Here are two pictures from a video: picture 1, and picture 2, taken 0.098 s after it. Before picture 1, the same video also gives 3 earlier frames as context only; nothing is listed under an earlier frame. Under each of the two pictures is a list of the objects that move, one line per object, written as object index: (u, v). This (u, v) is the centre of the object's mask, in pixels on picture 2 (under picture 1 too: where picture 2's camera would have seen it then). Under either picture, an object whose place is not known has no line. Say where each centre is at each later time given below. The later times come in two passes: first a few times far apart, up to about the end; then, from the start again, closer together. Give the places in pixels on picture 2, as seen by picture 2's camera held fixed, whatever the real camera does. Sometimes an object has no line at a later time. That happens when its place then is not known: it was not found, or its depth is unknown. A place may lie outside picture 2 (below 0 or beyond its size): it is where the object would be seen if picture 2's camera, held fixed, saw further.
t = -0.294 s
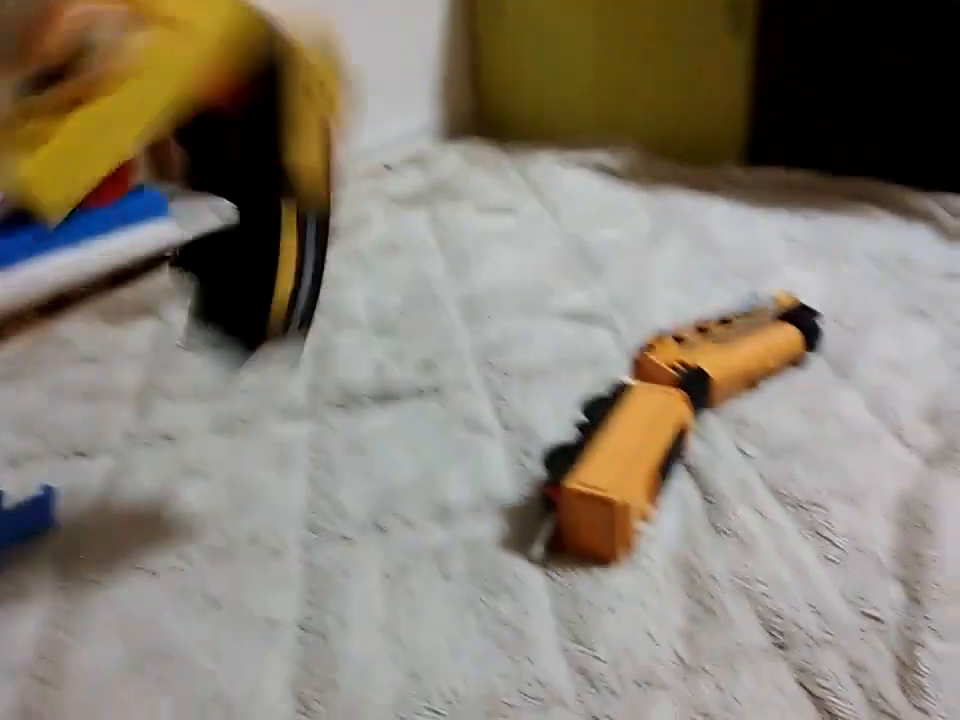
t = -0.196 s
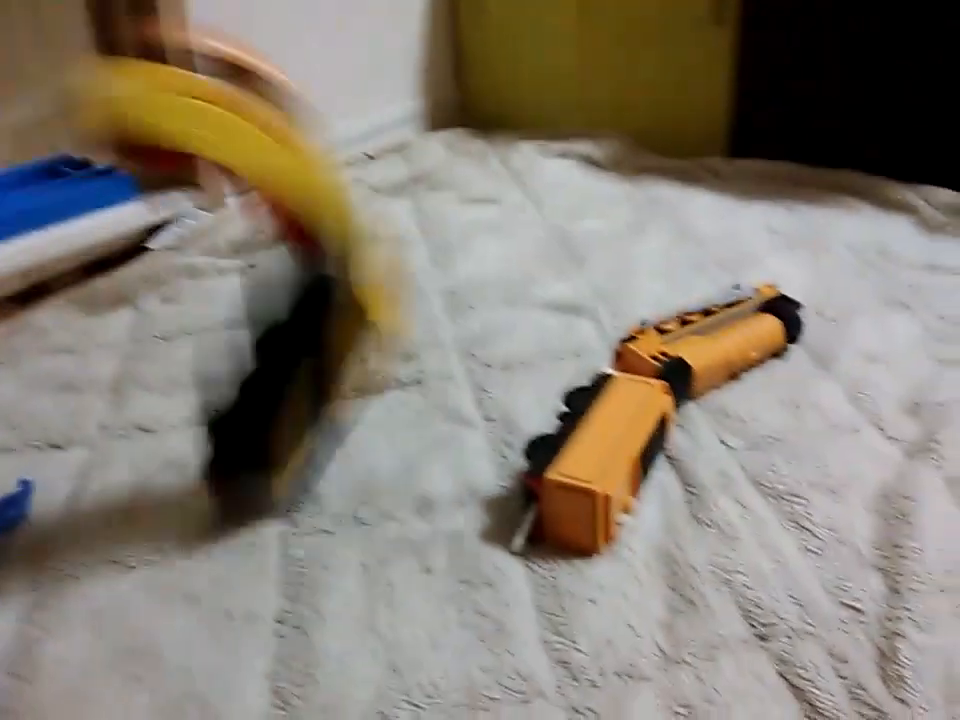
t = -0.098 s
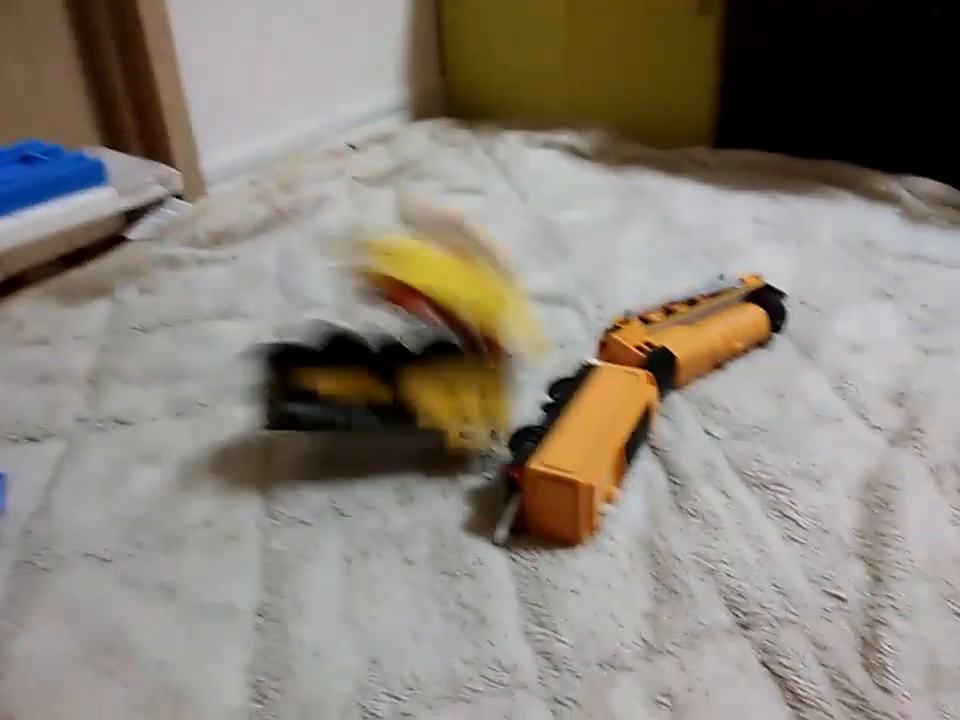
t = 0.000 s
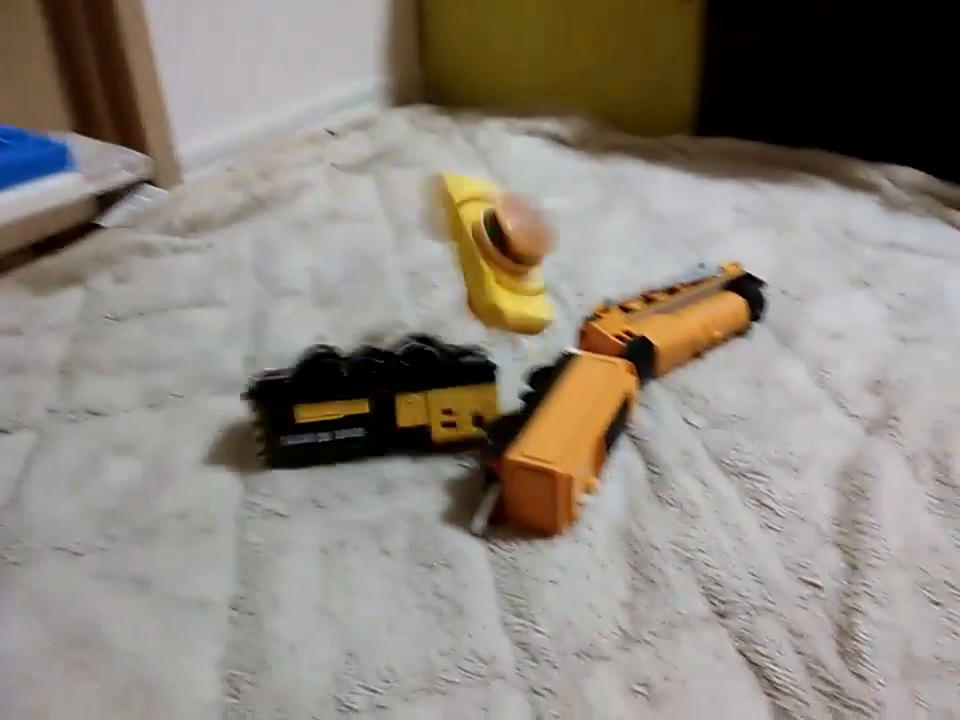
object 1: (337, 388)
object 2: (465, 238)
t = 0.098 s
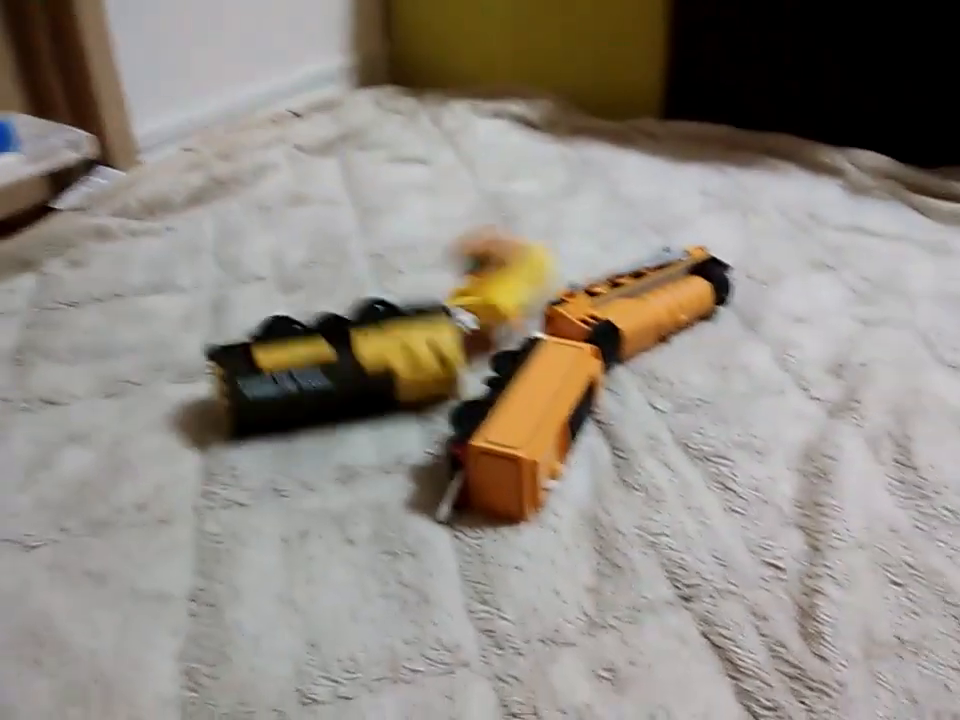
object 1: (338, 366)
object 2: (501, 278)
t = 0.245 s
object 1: (330, 354)
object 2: (460, 274)
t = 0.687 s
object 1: (331, 361)
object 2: (457, 275)
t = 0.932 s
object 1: (332, 361)
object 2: (457, 275)
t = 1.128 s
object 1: (332, 361)
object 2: (458, 275)
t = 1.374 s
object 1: (332, 360)
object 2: (457, 274)
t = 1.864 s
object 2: (456, 275)
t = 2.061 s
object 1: (332, 361)
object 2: (456, 275)
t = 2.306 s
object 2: (456, 275)
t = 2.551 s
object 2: (456, 275)
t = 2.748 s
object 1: (332, 361)
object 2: (457, 274)
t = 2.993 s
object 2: (456, 275)
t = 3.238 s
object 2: (457, 275)
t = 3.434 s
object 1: (333, 361)
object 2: (457, 275)
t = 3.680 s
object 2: (457, 275)
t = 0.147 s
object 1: (336, 360)
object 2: (487, 273)
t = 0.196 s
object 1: (332, 355)
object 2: (469, 277)
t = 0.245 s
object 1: (330, 354)
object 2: (460, 274)
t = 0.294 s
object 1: (331, 359)
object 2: (459, 274)
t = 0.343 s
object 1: (330, 361)
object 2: (458, 275)
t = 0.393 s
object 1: (330, 361)
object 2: (457, 274)
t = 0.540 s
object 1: (332, 360)
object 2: (458, 274)
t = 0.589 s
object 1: (331, 361)
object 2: (457, 274)
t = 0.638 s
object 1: (331, 361)
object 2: (457, 274)
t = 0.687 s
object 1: (331, 361)
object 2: (457, 275)
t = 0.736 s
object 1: (332, 361)
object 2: (457, 274)
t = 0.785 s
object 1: (332, 361)
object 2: (457, 275)
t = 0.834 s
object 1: (332, 361)
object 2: (457, 276)
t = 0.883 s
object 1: (331, 361)
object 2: (457, 276)
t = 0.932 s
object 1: (332, 361)
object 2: (457, 275)
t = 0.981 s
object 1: (331, 361)
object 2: (457, 274)
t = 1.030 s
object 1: (331, 361)
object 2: (457, 274)
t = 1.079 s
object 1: (332, 361)
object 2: (458, 275)
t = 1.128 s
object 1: (332, 361)
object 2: (458, 275)
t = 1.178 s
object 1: (332, 361)
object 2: (458, 275)
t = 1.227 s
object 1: (332, 361)
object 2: (458, 274)
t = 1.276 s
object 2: (458, 274)
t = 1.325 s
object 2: (457, 274)
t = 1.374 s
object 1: (332, 360)
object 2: (457, 274)
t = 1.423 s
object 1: (332, 361)
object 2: (458, 275)
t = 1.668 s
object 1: (332, 361)
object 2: (457, 275)
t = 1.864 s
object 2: (456, 275)
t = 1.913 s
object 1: (332, 361)
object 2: (457, 275)
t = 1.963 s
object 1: (333, 361)
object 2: (457, 276)
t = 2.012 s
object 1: (332, 361)
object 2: (457, 275)
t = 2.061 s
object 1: (332, 361)
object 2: (456, 275)
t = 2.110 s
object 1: (332, 361)
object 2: (456, 275)
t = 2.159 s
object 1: (332, 361)
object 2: (456, 275)
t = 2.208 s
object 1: (332, 361)
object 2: (457, 275)
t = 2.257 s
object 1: (332, 361)
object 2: (457, 275)
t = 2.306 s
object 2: (456, 275)
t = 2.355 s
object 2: (456, 275)
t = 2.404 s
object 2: (457, 275)
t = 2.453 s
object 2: (456, 275)
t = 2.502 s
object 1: (333, 360)
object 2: (457, 275)
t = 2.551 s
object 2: (456, 275)
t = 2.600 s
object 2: (456, 275)
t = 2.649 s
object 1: (332, 361)
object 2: (457, 274)
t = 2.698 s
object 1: (332, 361)
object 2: (457, 275)
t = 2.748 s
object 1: (332, 361)
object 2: (457, 274)
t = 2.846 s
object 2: (457, 275)
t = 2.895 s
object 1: (332, 361)
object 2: (457, 275)
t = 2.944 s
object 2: (457, 274)
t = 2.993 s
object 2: (456, 275)
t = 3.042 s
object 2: (457, 275)
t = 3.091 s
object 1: (333, 361)
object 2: (457, 274)
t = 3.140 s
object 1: (333, 361)
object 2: (457, 275)
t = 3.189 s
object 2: (457, 275)
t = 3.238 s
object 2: (457, 275)
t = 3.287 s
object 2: (457, 273)
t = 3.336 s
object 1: (333, 361)
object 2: (457, 275)
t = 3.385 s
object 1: (333, 361)
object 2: (457, 275)
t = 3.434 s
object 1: (333, 361)
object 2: (457, 275)
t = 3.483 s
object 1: (333, 361)
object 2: (457, 274)
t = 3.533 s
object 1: (332, 361)
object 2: (457, 275)
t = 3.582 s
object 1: (332, 361)
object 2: (457, 274)
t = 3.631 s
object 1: (333, 360)
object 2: (457, 275)
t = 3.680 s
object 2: (457, 275)
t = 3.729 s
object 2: (457, 273)
